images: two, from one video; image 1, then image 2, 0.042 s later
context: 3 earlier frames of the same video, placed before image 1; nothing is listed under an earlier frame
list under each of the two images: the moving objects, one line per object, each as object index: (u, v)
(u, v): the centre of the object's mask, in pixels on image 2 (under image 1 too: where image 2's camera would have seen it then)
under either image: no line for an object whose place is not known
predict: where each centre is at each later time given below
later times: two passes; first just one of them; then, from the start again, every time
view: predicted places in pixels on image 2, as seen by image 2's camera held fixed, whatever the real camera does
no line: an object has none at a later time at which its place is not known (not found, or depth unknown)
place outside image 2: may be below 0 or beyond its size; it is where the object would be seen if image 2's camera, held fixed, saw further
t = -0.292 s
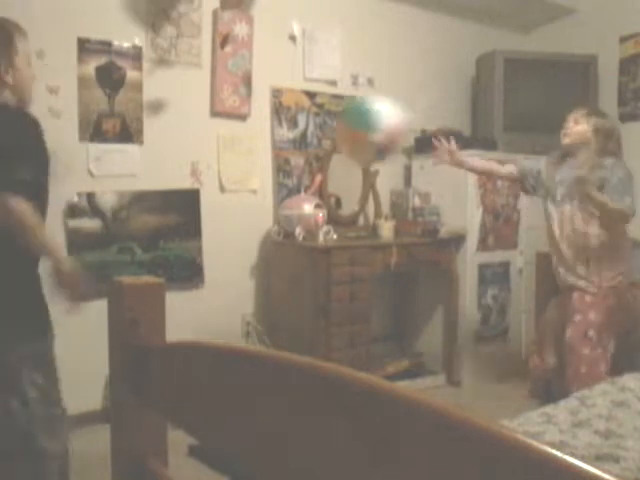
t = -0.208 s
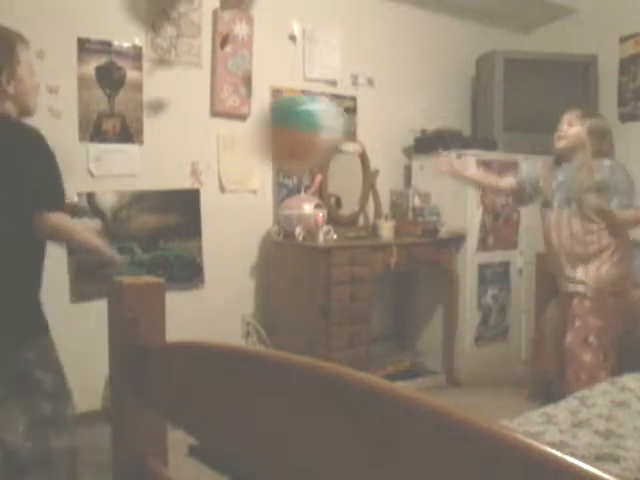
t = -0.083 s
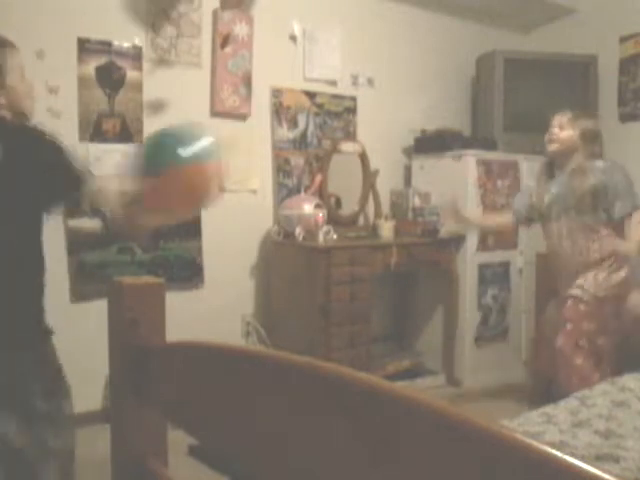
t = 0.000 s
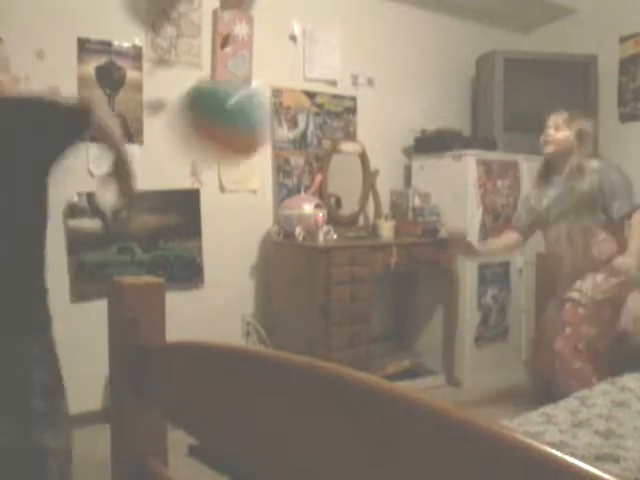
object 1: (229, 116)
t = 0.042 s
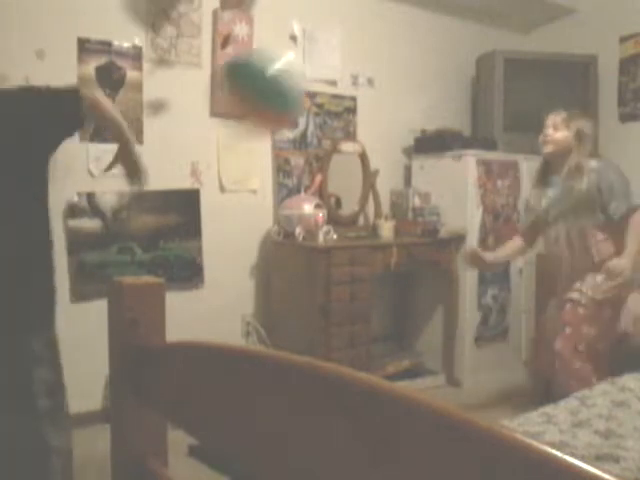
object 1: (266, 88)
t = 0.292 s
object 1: (453, 31)
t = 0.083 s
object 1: (303, 64)
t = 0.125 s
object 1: (341, 44)
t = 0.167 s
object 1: (370, 36)
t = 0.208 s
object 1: (401, 32)
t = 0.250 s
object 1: (426, 31)
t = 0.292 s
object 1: (453, 31)
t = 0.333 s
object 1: (479, 35)
